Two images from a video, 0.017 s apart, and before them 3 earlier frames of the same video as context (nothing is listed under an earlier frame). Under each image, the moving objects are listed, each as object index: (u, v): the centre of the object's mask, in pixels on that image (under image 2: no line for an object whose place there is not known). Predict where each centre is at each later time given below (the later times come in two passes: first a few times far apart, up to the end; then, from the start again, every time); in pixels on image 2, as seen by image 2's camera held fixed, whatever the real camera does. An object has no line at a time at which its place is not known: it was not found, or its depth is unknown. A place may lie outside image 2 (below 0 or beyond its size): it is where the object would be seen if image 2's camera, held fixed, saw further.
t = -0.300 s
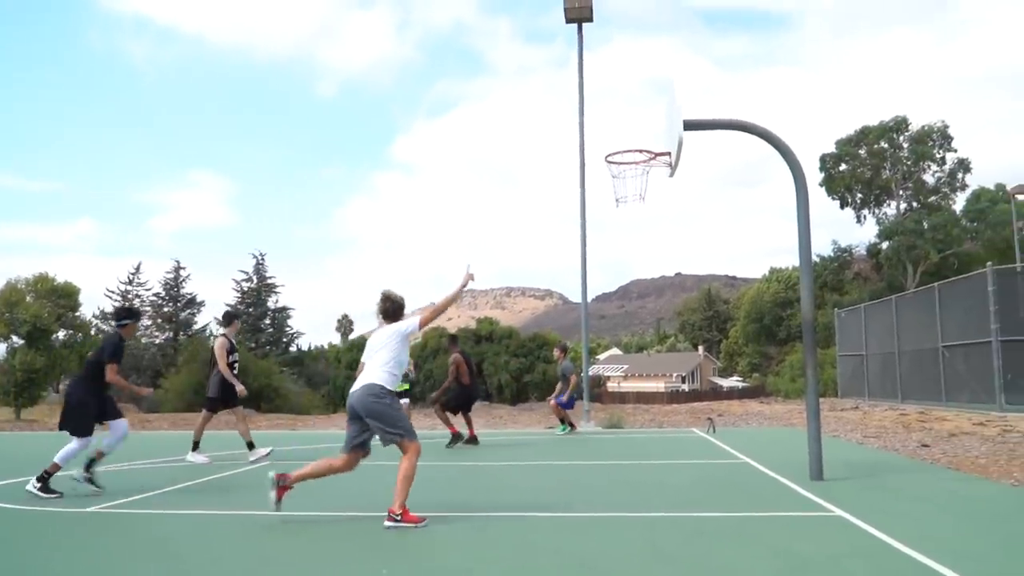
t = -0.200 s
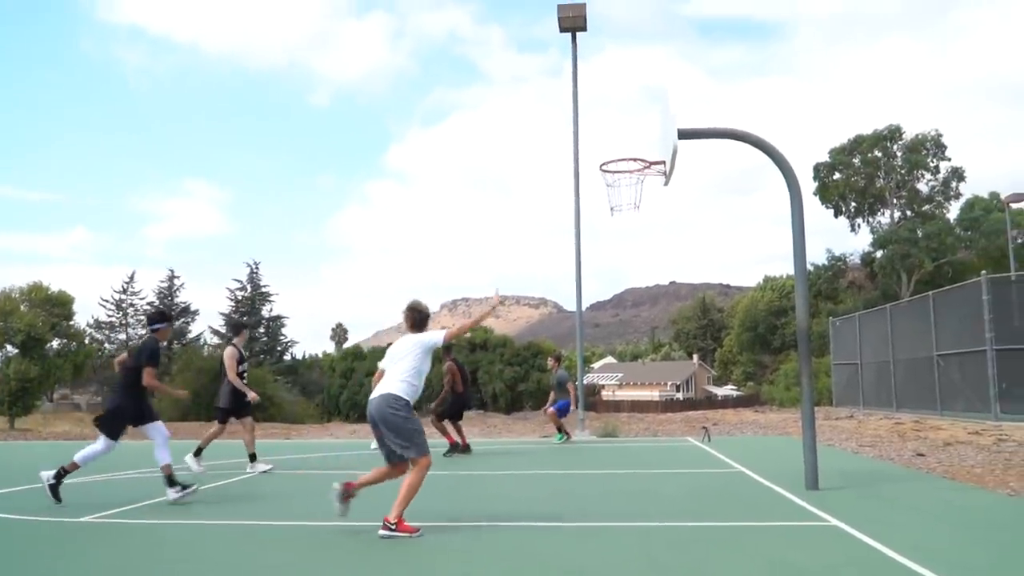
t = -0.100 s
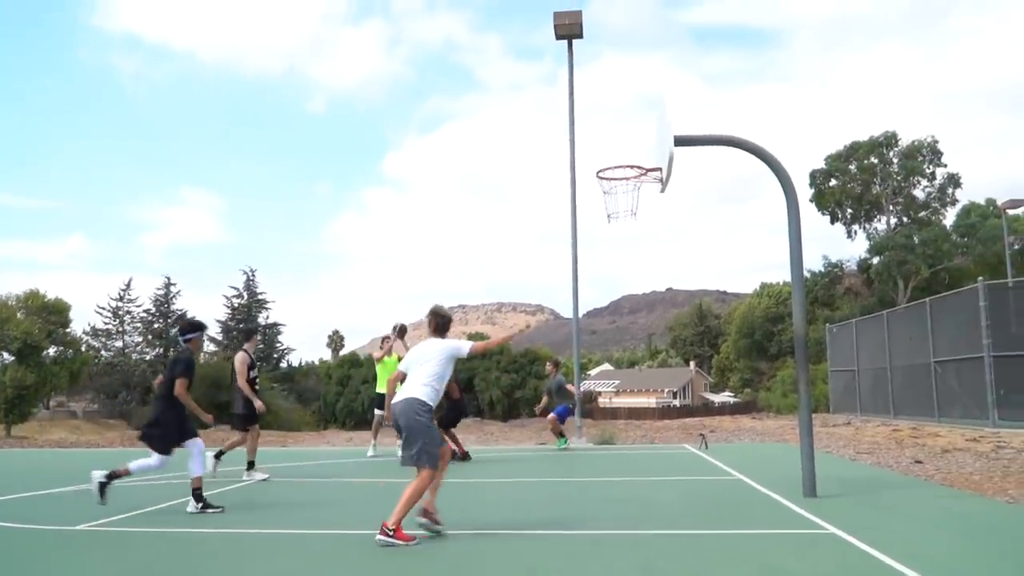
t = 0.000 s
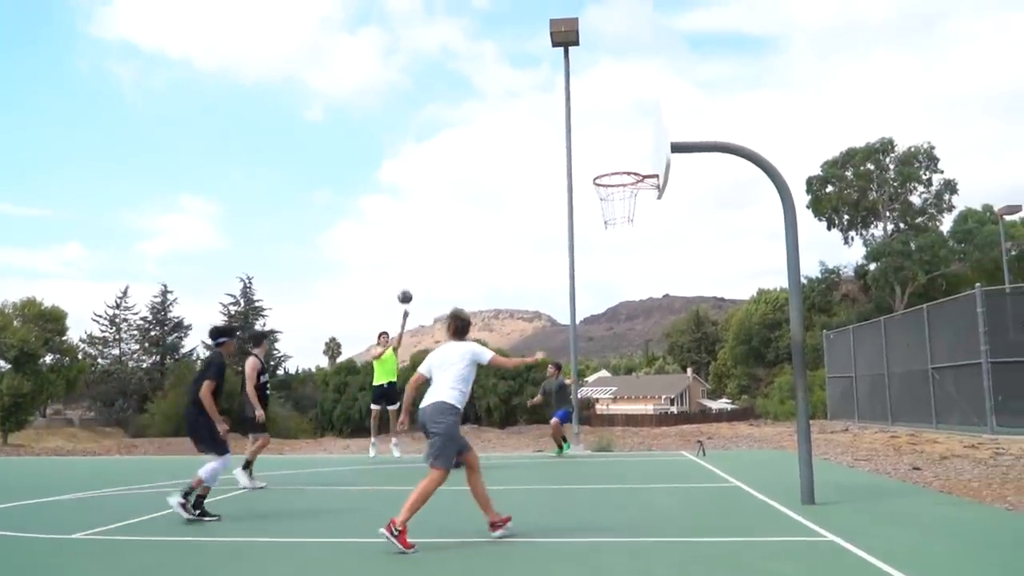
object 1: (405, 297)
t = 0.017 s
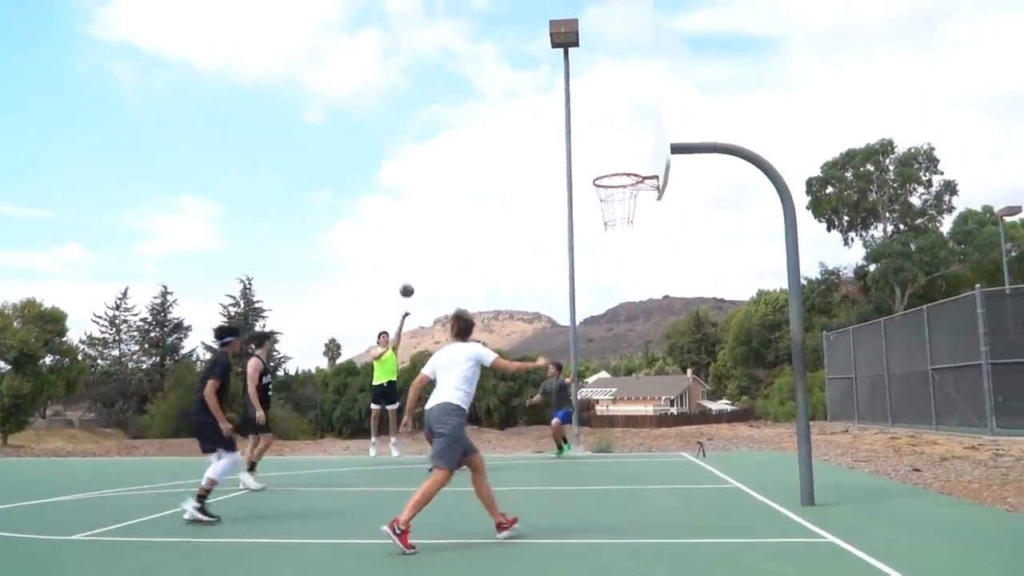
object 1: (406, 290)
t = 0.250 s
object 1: (434, 196)
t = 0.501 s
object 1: (469, 122)
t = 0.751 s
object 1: (510, 82)
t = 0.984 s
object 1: (552, 81)
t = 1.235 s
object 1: (601, 139)
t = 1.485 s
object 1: (624, 198)
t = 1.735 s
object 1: (621, 218)
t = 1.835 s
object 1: (617, 230)
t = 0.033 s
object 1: (408, 283)
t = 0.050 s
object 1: (410, 275)
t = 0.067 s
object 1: (412, 268)
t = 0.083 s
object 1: (414, 261)
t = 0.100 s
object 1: (416, 254)
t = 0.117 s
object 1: (418, 247)
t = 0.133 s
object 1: (420, 240)
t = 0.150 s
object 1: (422, 233)
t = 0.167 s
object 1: (424, 227)
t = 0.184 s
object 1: (425, 220)
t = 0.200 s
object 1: (427, 214)
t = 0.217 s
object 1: (430, 208)
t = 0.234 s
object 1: (432, 202)
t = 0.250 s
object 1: (434, 196)
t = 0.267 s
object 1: (436, 190)
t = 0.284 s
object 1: (438, 184)
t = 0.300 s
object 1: (441, 179)
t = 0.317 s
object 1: (443, 174)
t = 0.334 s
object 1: (445, 168)
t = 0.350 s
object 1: (447, 163)
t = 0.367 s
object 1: (450, 158)
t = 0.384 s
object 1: (452, 153)
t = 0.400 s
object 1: (455, 148)
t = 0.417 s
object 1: (457, 143)
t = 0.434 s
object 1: (459, 139)
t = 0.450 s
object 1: (462, 134)
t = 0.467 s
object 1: (464, 130)
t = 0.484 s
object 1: (467, 126)
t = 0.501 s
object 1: (469, 122)
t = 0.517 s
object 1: (472, 118)
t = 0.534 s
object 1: (475, 114)
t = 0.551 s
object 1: (478, 111)
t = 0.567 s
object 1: (480, 108)
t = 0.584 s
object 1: (483, 104)
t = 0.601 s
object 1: (486, 102)
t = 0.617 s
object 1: (488, 99)
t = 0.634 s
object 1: (491, 96)
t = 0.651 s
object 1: (494, 94)
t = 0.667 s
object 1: (496, 91)
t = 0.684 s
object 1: (499, 89)
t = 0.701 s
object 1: (501, 87)
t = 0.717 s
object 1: (504, 85)
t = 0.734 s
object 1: (507, 84)
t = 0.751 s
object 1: (510, 82)
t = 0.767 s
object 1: (512, 81)
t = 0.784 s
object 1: (516, 80)
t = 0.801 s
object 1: (518, 79)
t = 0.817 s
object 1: (521, 78)
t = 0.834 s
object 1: (524, 77)
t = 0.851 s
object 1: (526, 77)
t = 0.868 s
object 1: (530, 77)
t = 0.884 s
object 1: (533, 77)
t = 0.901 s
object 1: (536, 77)
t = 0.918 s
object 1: (539, 78)
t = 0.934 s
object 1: (542, 78)
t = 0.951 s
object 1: (545, 79)
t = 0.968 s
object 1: (547, 81)
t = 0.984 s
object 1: (552, 81)
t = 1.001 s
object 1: (553, 84)
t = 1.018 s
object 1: (558, 86)
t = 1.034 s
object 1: (561, 88)
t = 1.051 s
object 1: (564, 91)
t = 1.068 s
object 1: (568, 94)
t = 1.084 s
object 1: (571, 97)
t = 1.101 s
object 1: (575, 101)
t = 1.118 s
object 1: (578, 104)
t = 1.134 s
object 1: (582, 108)
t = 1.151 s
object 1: (585, 112)
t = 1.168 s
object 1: (589, 117)
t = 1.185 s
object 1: (592, 122)
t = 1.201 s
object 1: (595, 127)
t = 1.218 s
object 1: (598, 133)
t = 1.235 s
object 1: (601, 139)
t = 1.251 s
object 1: (605, 146)
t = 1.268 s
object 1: (608, 152)
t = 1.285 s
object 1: (612, 159)
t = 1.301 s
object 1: (616, 165)
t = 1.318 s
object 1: (620, 174)
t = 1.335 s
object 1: (624, 182)
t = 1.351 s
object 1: (627, 188)
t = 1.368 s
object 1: (627, 192)
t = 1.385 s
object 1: (627, 194)
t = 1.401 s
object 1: (626, 196)
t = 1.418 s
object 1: (625, 197)
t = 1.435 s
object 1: (624, 197)
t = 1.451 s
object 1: (624, 198)
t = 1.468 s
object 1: (624, 198)
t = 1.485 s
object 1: (624, 198)
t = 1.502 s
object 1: (624, 199)
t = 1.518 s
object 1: (624, 200)
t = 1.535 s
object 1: (624, 200)
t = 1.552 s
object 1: (624, 202)
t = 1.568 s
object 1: (625, 203)
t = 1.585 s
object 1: (624, 204)
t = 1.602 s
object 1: (624, 205)
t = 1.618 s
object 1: (624, 206)
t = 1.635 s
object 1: (623, 208)
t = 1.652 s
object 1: (623, 209)
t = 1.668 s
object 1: (623, 211)
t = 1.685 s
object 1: (623, 213)
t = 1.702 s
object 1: (622, 214)
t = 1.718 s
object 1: (622, 216)
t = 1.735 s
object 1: (621, 218)
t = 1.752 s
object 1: (620, 219)
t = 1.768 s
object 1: (619, 221)
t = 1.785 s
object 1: (618, 223)
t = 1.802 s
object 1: (618, 225)
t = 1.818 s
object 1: (617, 227)
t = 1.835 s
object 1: (617, 230)
